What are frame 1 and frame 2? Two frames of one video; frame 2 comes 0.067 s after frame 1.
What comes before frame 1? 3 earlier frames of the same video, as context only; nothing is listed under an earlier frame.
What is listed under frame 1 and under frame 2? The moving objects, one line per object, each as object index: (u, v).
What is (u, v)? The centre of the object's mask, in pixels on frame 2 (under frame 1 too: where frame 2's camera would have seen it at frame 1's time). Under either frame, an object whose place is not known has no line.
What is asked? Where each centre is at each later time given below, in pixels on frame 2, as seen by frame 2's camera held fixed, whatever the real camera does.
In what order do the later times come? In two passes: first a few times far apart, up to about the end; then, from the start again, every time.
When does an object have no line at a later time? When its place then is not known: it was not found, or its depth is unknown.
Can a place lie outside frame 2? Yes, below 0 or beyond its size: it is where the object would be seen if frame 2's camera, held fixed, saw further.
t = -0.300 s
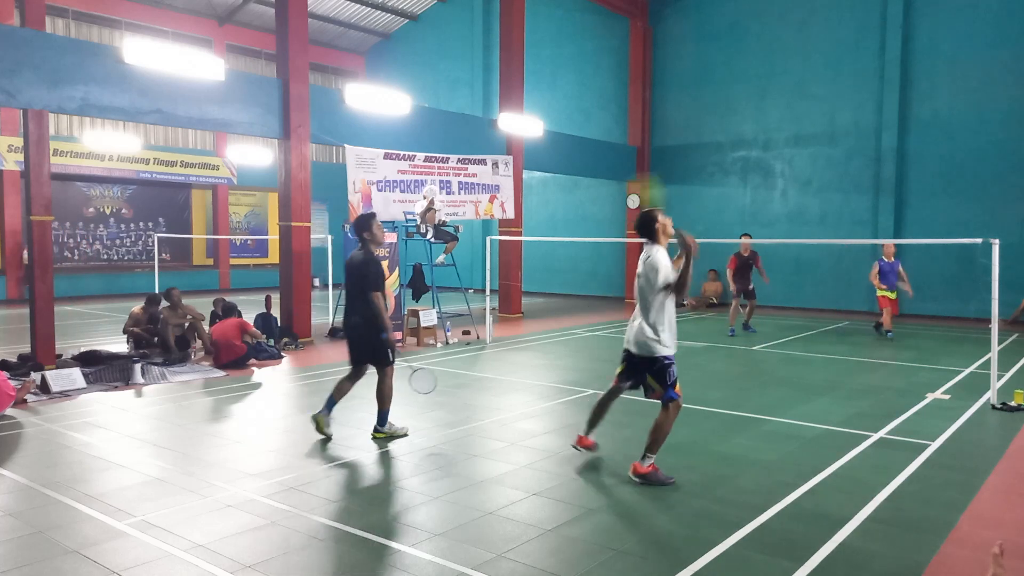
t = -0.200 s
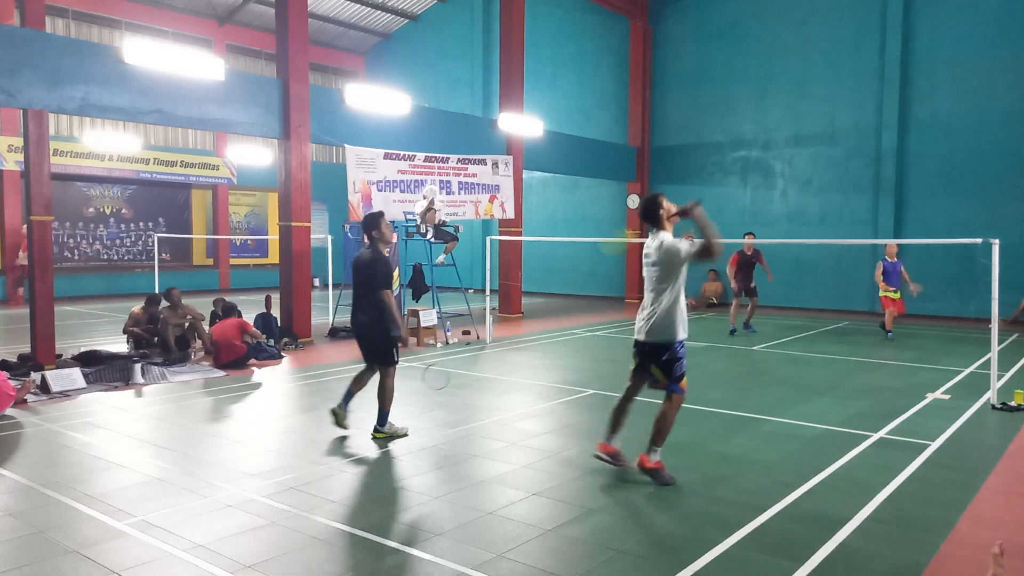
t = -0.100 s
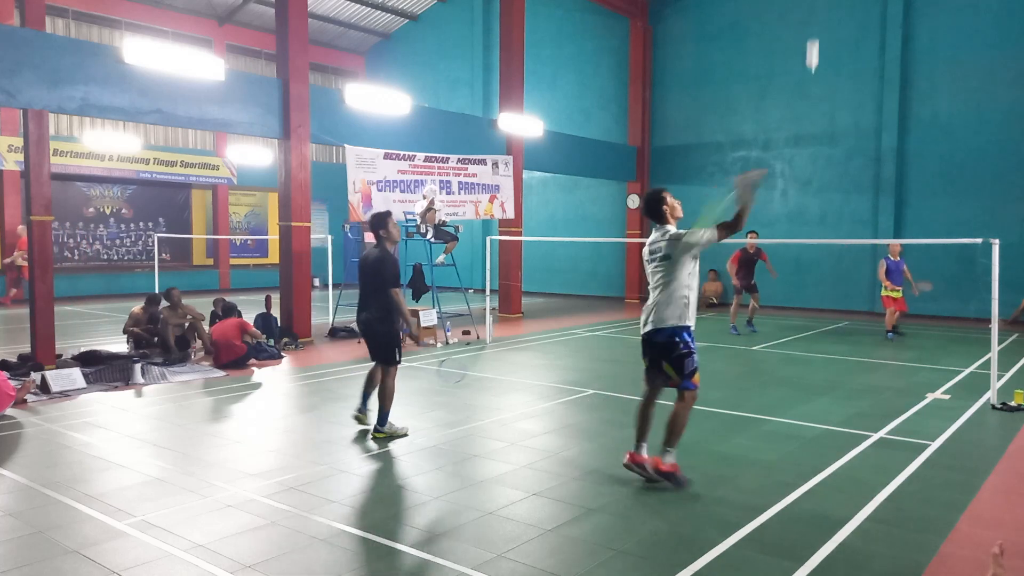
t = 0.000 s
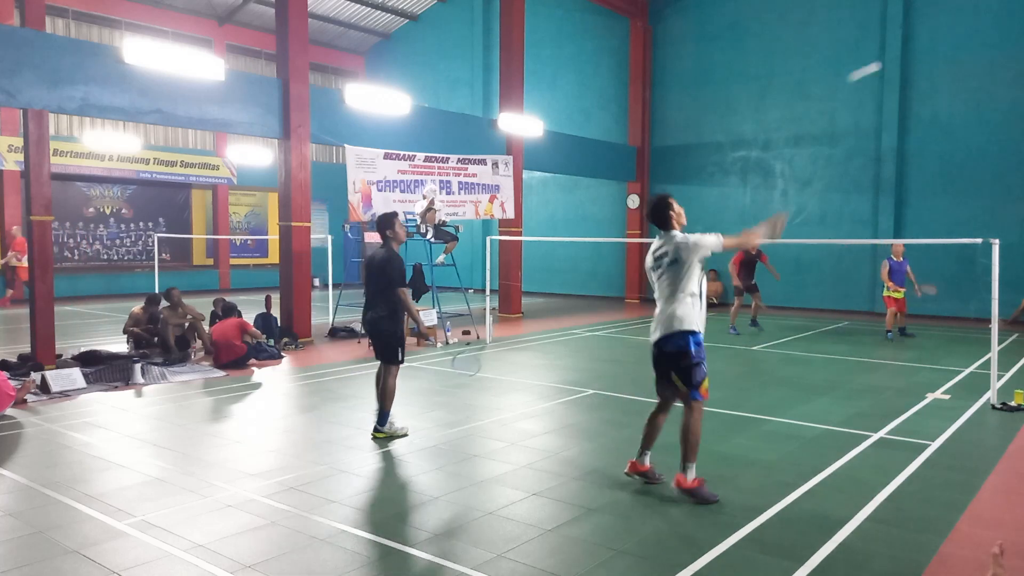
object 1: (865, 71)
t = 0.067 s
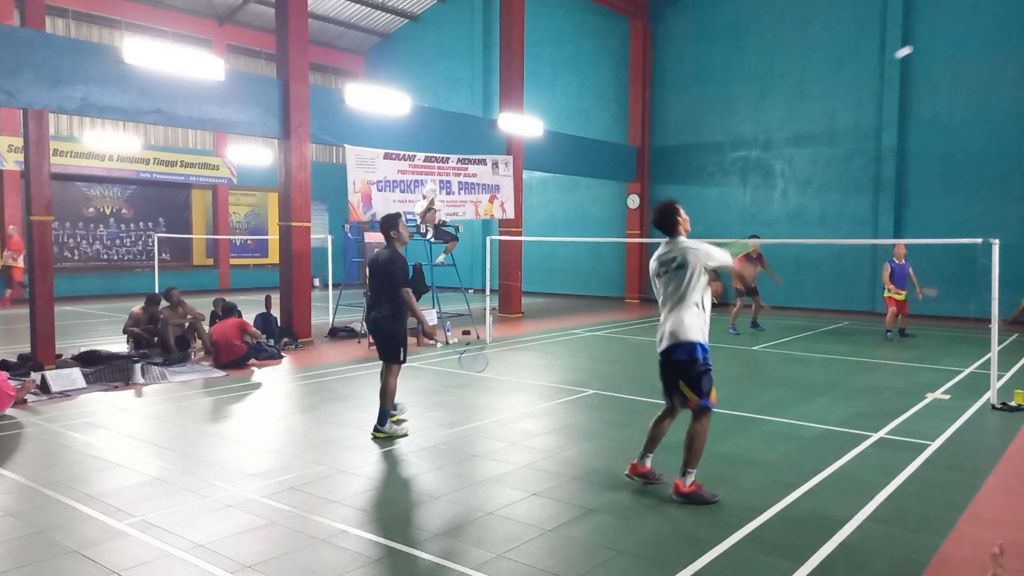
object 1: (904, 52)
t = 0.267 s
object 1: (949, 46)
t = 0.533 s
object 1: (973, 78)
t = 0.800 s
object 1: (986, 135)
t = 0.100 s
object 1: (916, 47)
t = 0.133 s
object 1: (926, 44)
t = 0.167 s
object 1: (932, 43)
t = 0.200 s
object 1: (939, 43)
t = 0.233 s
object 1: (944, 44)
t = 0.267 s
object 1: (949, 46)
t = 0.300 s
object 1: (953, 48)
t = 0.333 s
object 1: (956, 51)
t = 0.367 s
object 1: (960, 54)
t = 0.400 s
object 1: (963, 58)
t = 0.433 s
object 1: (965, 63)
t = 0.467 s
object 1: (968, 67)
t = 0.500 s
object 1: (970, 73)
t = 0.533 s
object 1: (973, 78)
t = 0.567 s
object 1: (975, 84)
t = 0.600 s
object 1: (976, 91)
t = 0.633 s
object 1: (978, 98)
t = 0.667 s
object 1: (980, 105)
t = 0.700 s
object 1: (982, 112)
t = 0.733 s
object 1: (983, 120)
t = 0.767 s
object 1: (985, 127)
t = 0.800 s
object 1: (986, 135)
